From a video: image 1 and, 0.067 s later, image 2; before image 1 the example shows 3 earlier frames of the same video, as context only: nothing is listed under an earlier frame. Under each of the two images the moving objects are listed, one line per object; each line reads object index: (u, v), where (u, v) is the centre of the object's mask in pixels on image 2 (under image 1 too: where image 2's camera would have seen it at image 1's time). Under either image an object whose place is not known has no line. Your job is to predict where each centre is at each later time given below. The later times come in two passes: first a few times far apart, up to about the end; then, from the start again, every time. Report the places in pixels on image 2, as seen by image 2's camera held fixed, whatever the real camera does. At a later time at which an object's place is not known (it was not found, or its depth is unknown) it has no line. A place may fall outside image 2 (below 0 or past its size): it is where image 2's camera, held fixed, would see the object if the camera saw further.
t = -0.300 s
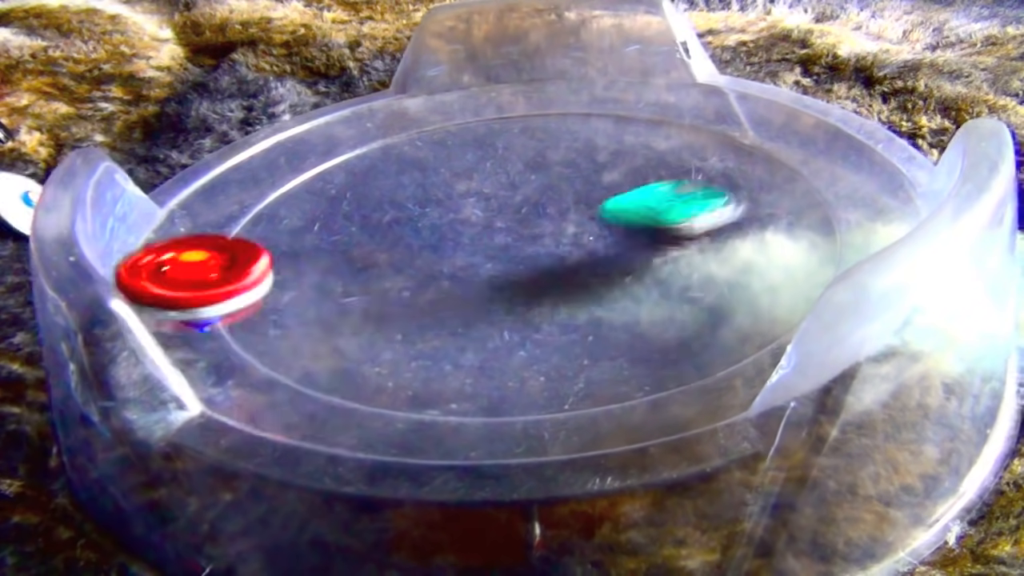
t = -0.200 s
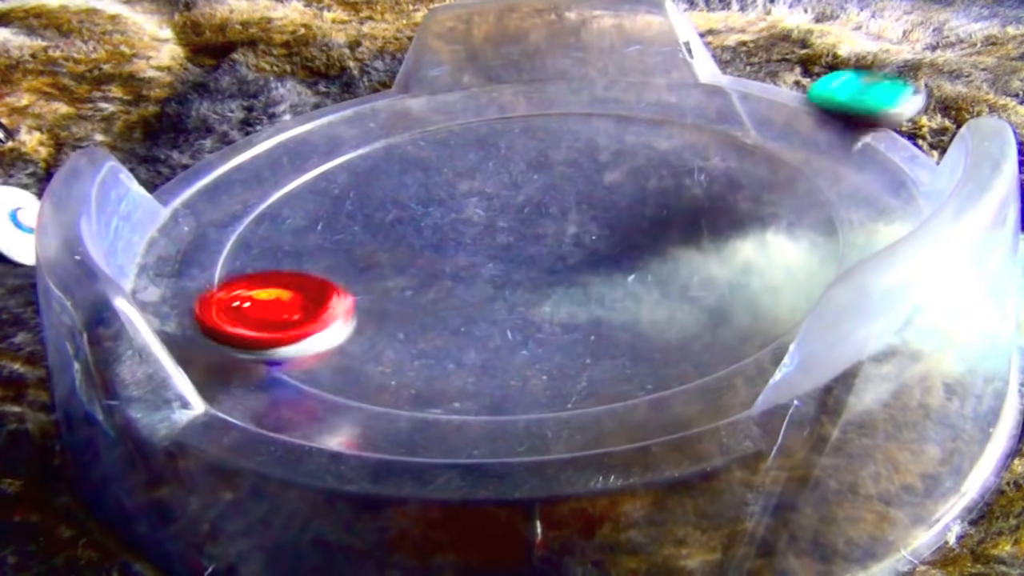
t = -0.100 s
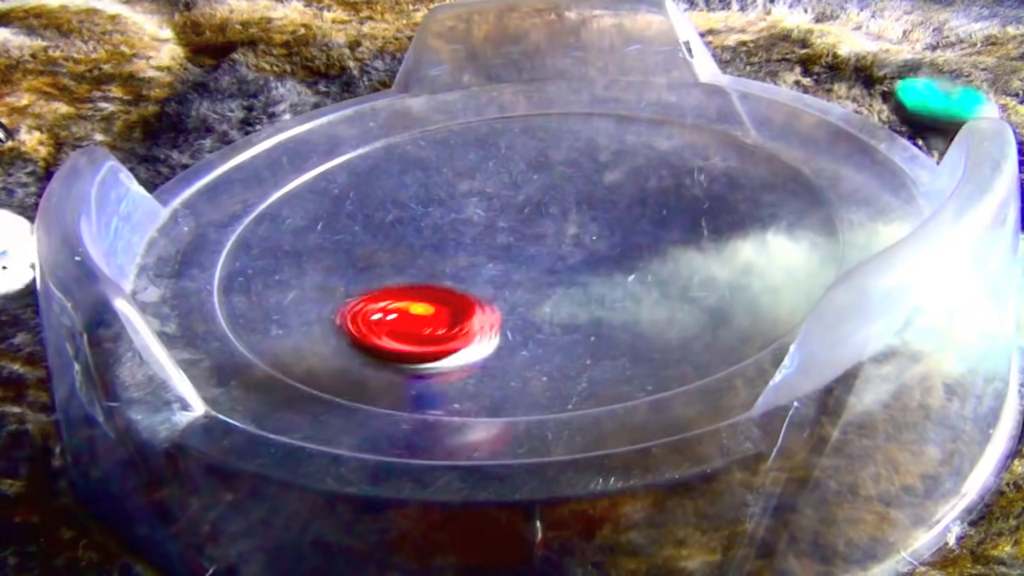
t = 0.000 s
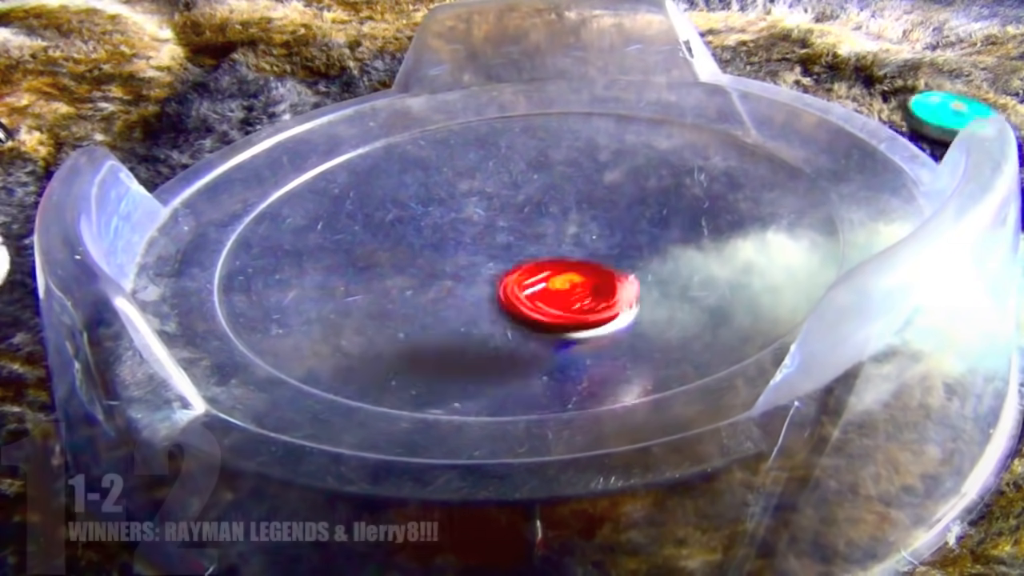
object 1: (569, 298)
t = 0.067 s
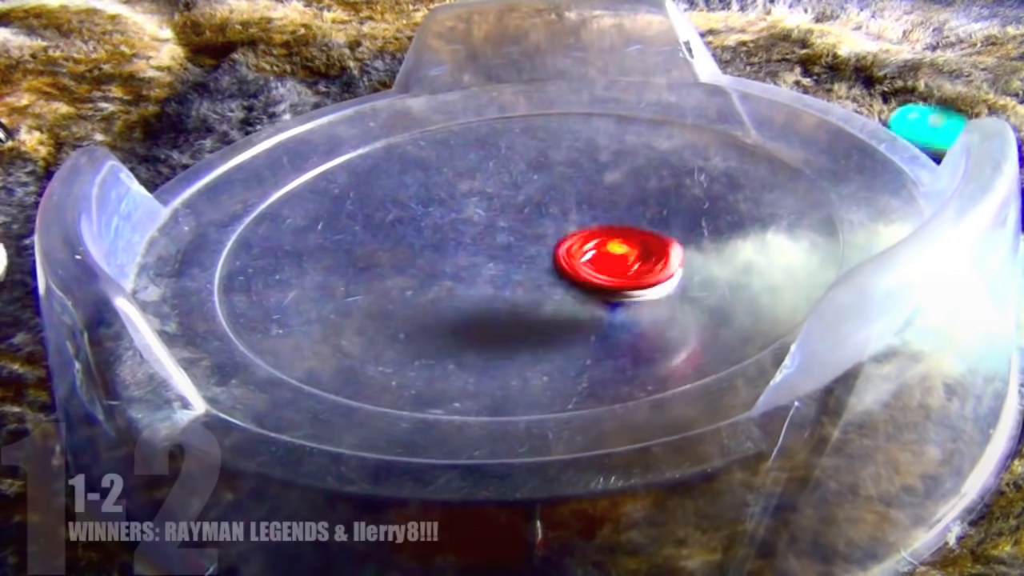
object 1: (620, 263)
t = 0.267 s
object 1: (587, 159)
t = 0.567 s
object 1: (347, 162)
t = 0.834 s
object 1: (462, 281)
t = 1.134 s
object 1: (699, 175)
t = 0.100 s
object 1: (632, 244)
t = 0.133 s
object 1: (636, 223)
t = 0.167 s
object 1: (633, 204)
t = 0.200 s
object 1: (623, 188)
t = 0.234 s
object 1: (608, 172)
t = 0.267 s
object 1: (587, 159)
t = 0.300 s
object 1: (563, 148)
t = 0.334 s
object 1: (535, 140)
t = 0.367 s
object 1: (508, 135)
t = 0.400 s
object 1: (480, 131)
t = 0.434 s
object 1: (450, 130)
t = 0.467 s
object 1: (421, 134)
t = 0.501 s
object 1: (393, 140)
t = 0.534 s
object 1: (368, 148)
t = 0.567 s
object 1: (347, 162)
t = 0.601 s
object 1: (331, 178)
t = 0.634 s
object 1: (322, 197)
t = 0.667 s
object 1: (324, 216)
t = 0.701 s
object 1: (335, 235)
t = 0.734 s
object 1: (356, 252)
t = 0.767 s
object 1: (385, 267)
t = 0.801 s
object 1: (421, 276)
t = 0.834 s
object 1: (462, 281)
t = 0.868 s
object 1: (506, 281)
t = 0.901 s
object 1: (547, 277)
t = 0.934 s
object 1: (587, 268)
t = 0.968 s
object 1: (622, 256)
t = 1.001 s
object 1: (652, 240)
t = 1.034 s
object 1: (675, 223)
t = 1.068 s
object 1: (690, 206)
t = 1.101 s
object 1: (697, 190)
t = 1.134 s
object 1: (699, 175)
